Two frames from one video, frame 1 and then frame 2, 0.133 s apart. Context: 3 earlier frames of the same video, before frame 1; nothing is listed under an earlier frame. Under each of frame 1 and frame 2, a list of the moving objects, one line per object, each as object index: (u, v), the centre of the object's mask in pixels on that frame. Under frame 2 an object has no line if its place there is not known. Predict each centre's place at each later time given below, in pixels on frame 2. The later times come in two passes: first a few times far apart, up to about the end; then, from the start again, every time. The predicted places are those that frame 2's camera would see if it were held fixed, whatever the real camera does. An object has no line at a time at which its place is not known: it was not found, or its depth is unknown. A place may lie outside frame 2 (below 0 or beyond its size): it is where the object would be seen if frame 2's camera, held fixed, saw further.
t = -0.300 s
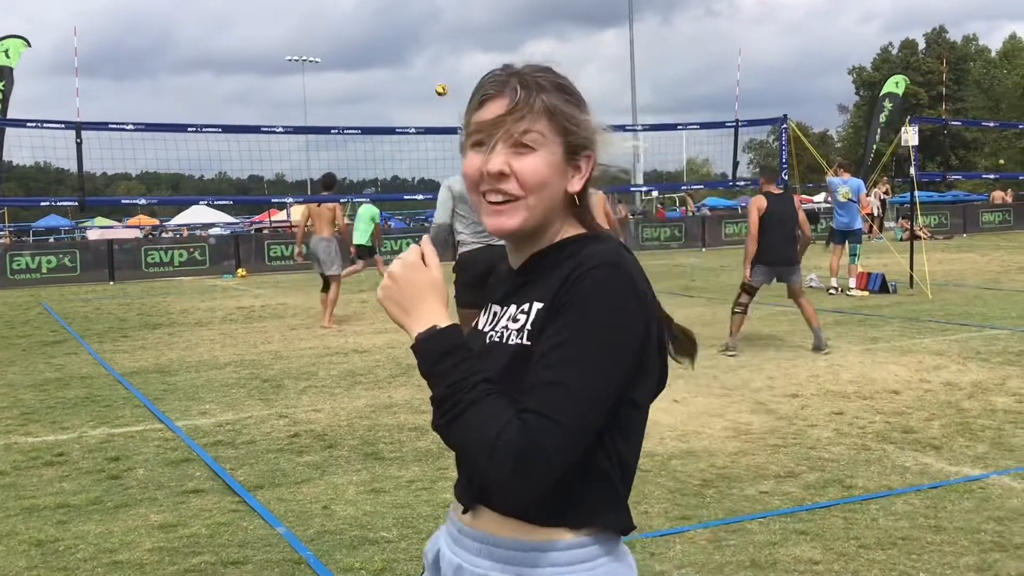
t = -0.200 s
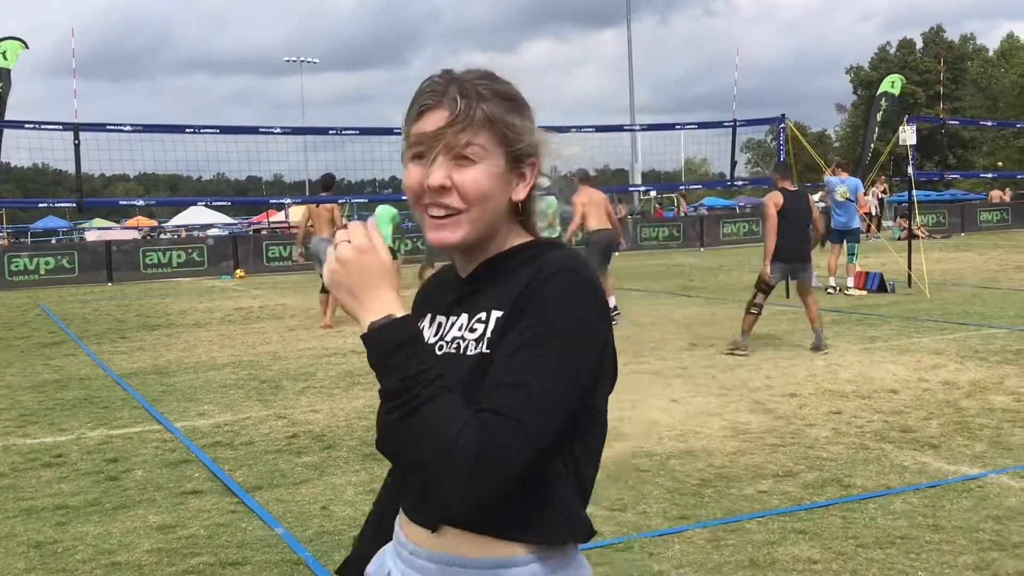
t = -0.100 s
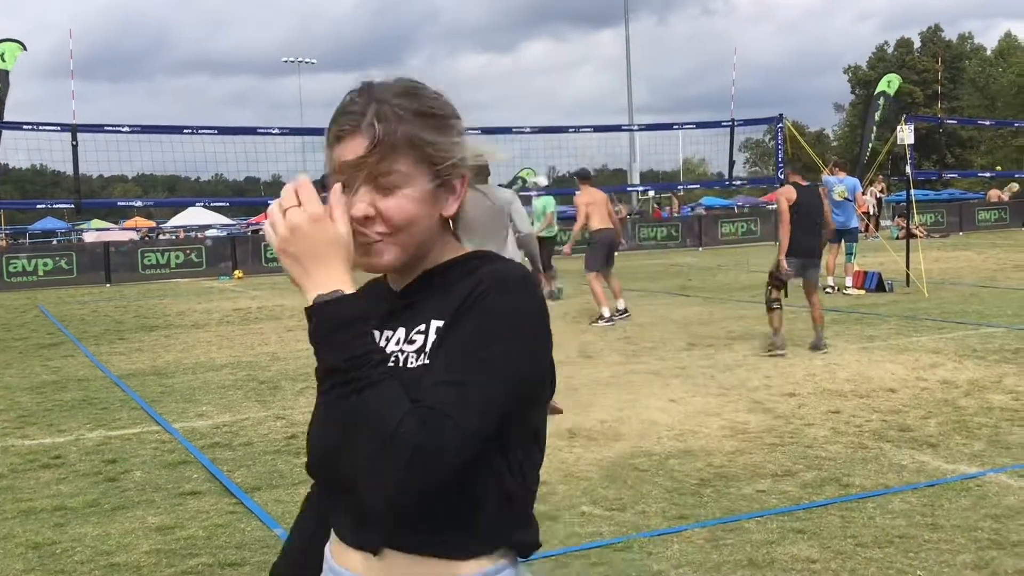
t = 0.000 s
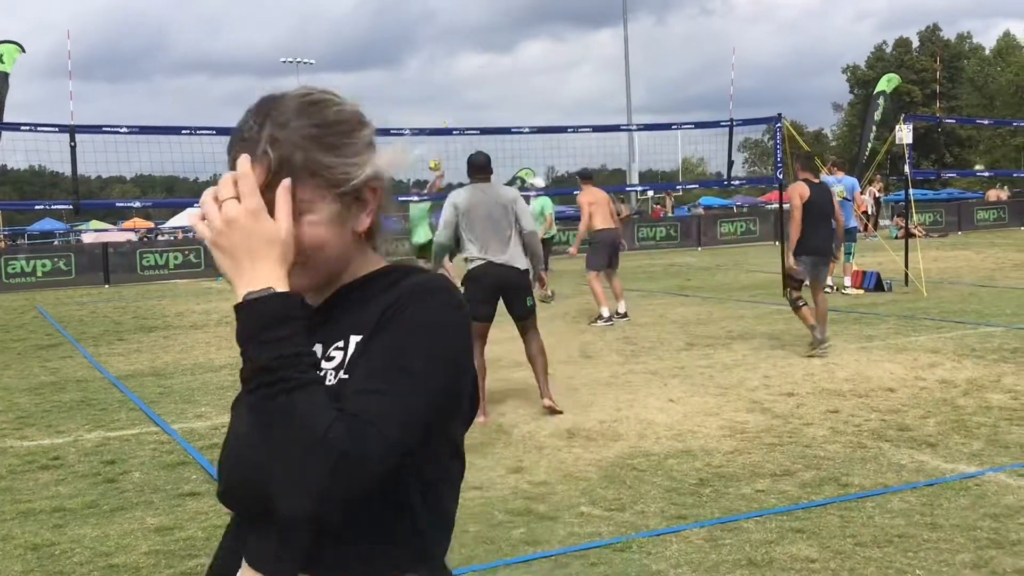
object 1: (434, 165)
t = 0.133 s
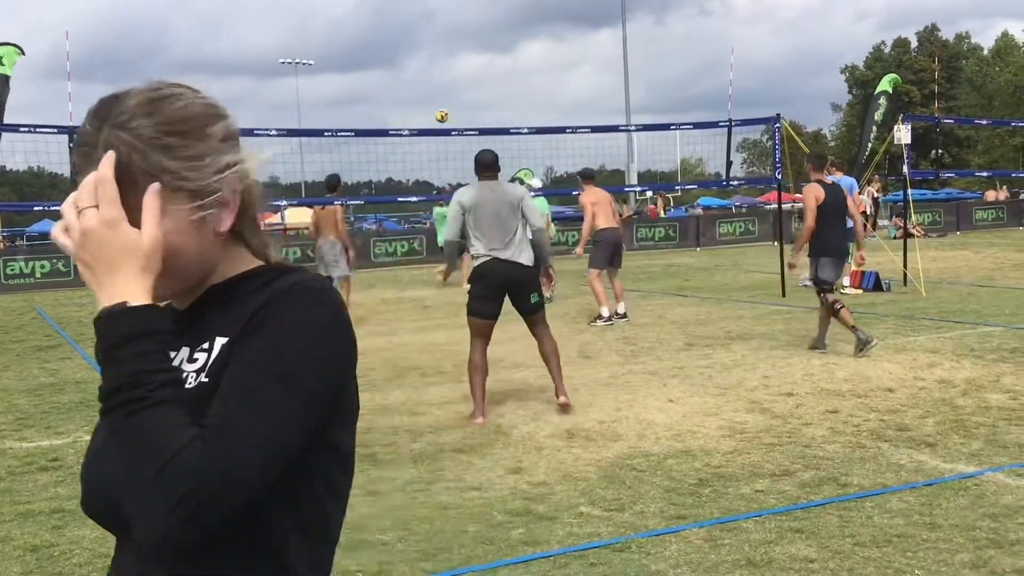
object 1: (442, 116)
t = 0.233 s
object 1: (449, 84)
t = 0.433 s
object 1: (464, 34)
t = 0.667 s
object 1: (485, 10)
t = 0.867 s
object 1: (509, 31)
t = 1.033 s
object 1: (531, 89)
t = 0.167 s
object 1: (444, 104)
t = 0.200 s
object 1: (446, 94)
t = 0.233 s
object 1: (449, 84)
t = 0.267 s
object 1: (451, 74)
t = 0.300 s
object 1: (454, 65)
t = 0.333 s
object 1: (456, 56)
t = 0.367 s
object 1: (459, 48)
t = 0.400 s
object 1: (461, 41)
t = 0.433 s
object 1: (464, 34)
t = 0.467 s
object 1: (467, 28)
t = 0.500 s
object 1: (470, 23)
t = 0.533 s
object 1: (473, 19)
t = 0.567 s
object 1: (476, 16)
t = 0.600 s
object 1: (479, 13)
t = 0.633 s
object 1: (482, 11)
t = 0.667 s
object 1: (485, 10)
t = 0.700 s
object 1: (489, 11)
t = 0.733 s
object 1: (493, 12)
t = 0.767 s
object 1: (496, 14)
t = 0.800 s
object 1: (500, 19)
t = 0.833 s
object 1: (504, 24)
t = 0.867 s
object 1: (509, 31)
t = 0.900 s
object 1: (512, 39)
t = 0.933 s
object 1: (517, 49)
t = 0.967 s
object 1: (522, 61)
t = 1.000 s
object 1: (527, 74)
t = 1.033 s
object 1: (531, 89)
